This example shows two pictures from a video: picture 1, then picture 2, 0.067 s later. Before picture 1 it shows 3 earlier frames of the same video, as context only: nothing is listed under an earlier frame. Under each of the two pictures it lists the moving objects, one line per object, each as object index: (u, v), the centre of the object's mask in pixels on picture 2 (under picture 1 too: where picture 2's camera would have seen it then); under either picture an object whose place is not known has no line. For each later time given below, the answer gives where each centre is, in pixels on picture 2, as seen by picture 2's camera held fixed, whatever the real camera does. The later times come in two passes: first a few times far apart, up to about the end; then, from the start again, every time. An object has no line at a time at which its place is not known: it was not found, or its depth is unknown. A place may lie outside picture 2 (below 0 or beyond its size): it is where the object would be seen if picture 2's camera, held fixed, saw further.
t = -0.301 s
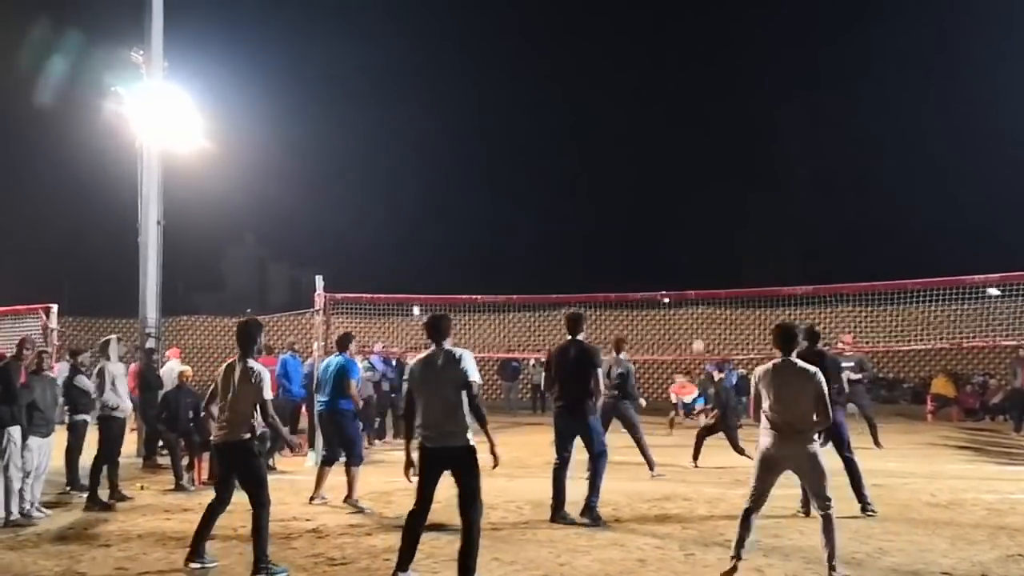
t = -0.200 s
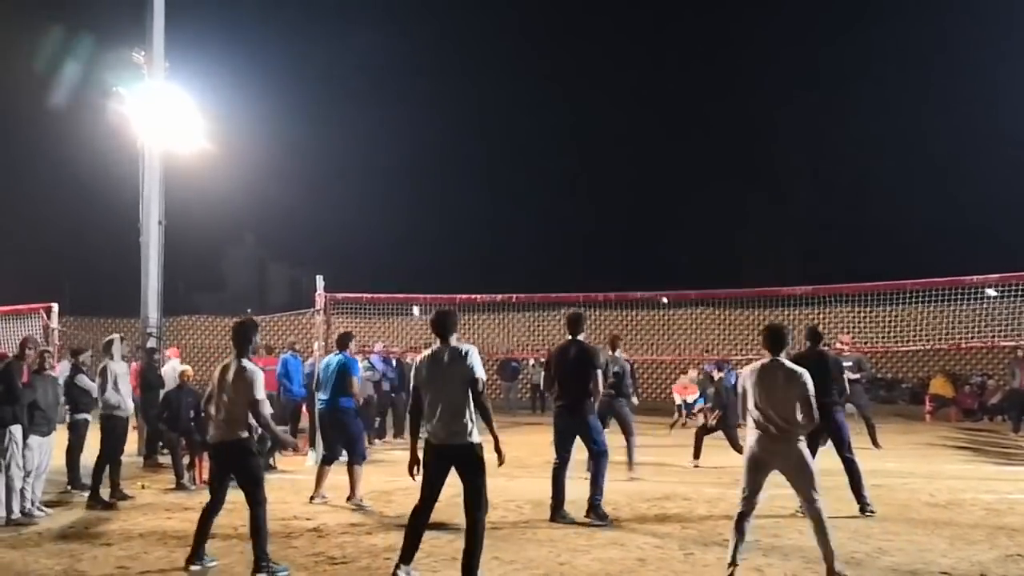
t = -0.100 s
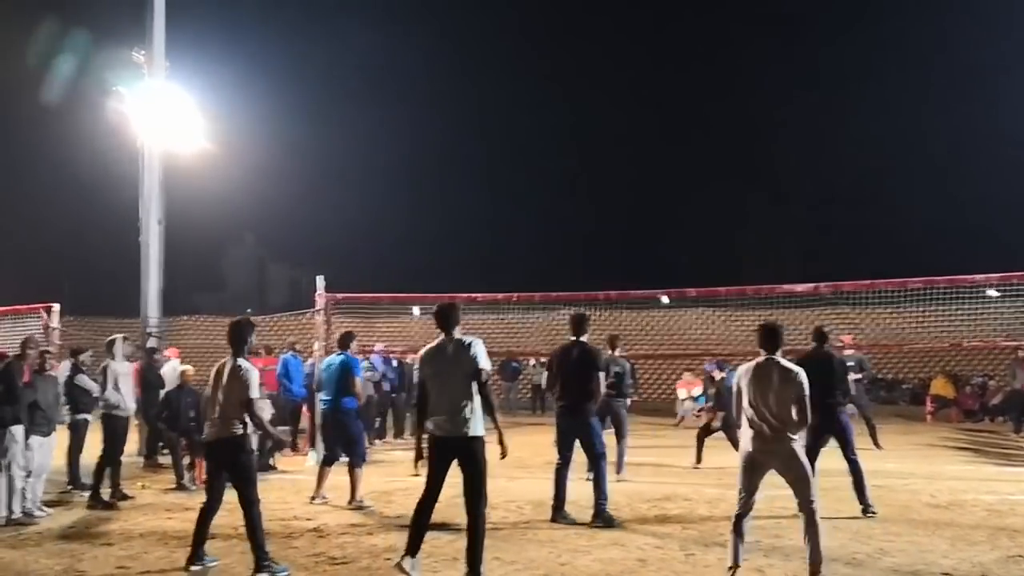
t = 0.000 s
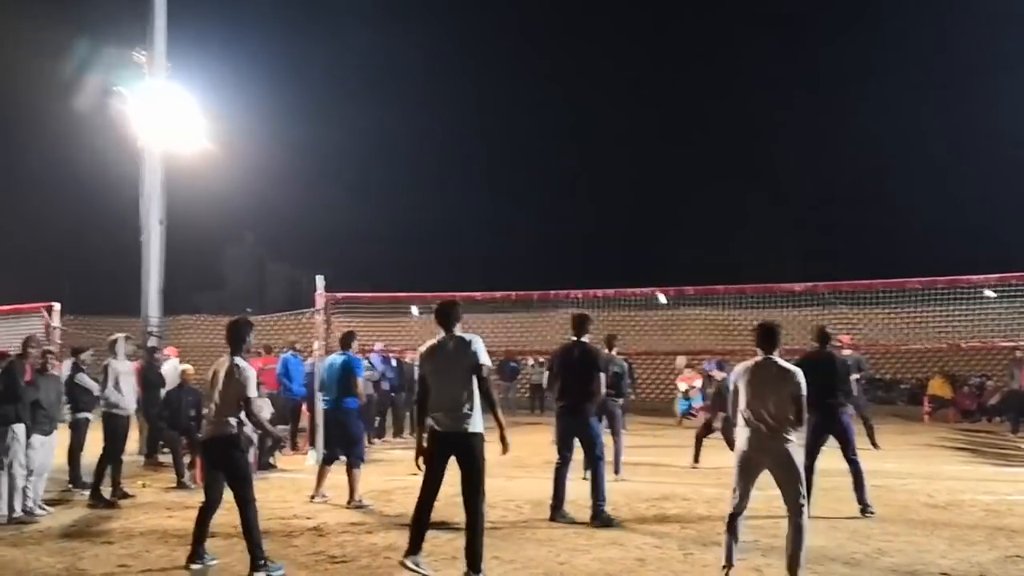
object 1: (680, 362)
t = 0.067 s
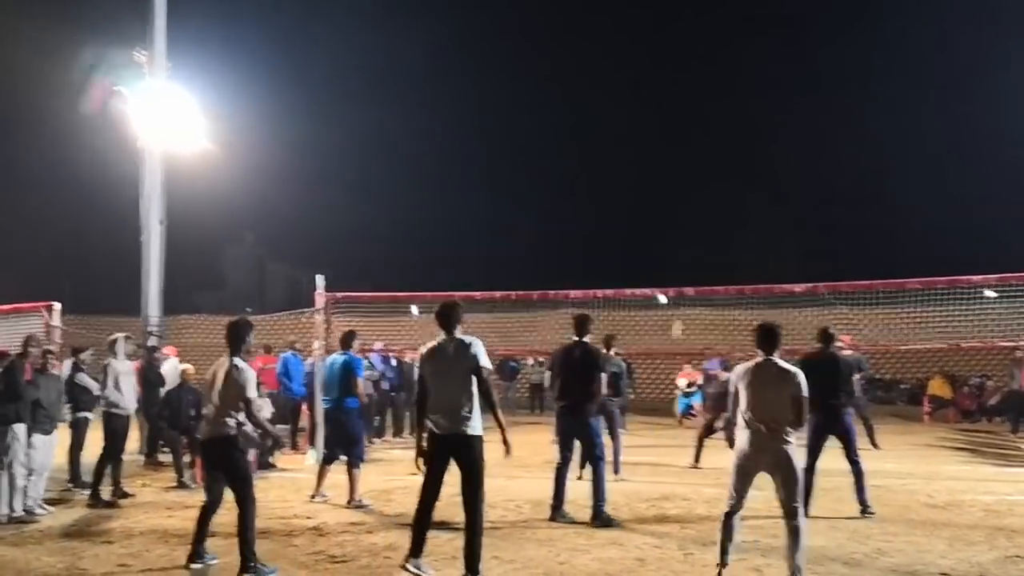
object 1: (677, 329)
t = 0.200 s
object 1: (667, 270)
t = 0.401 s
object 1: (650, 193)
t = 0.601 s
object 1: (632, 130)
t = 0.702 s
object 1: (620, 104)
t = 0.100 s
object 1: (674, 314)
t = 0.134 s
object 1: (672, 301)
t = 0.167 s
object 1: (669, 284)
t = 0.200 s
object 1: (667, 270)
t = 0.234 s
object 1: (664, 257)
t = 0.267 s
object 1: (662, 244)
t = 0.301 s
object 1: (659, 231)
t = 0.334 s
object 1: (656, 218)
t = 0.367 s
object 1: (654, 206)
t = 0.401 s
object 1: (650, 193)
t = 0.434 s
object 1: (647, 182)
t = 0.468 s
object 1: (645, 170)
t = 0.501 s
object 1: (641, 160)
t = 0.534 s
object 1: (638, 150)
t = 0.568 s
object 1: (634, 139)
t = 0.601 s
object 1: (632, 130)
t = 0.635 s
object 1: (627, 120)
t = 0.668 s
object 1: (624, 112)
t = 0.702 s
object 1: (620, 104)
